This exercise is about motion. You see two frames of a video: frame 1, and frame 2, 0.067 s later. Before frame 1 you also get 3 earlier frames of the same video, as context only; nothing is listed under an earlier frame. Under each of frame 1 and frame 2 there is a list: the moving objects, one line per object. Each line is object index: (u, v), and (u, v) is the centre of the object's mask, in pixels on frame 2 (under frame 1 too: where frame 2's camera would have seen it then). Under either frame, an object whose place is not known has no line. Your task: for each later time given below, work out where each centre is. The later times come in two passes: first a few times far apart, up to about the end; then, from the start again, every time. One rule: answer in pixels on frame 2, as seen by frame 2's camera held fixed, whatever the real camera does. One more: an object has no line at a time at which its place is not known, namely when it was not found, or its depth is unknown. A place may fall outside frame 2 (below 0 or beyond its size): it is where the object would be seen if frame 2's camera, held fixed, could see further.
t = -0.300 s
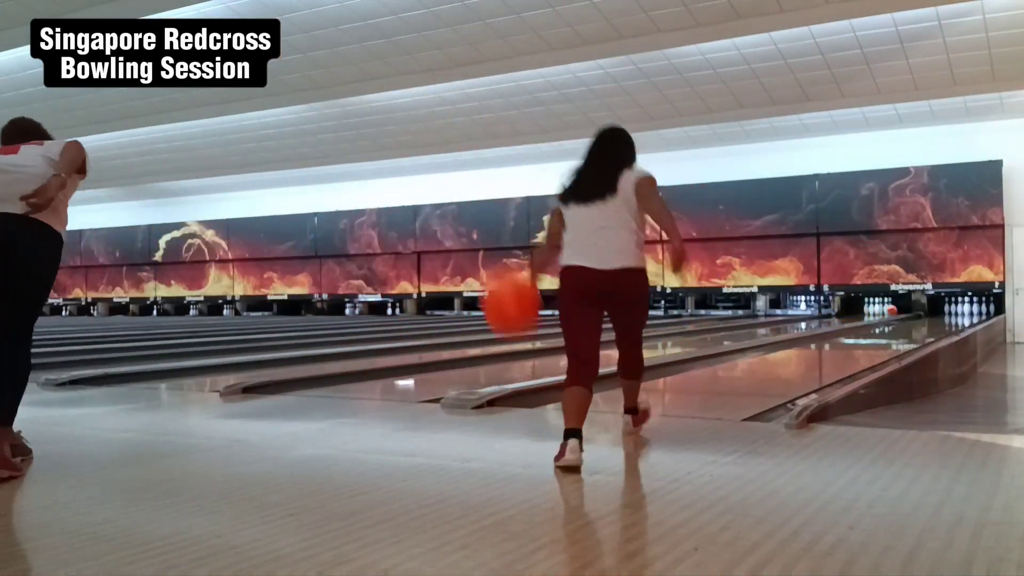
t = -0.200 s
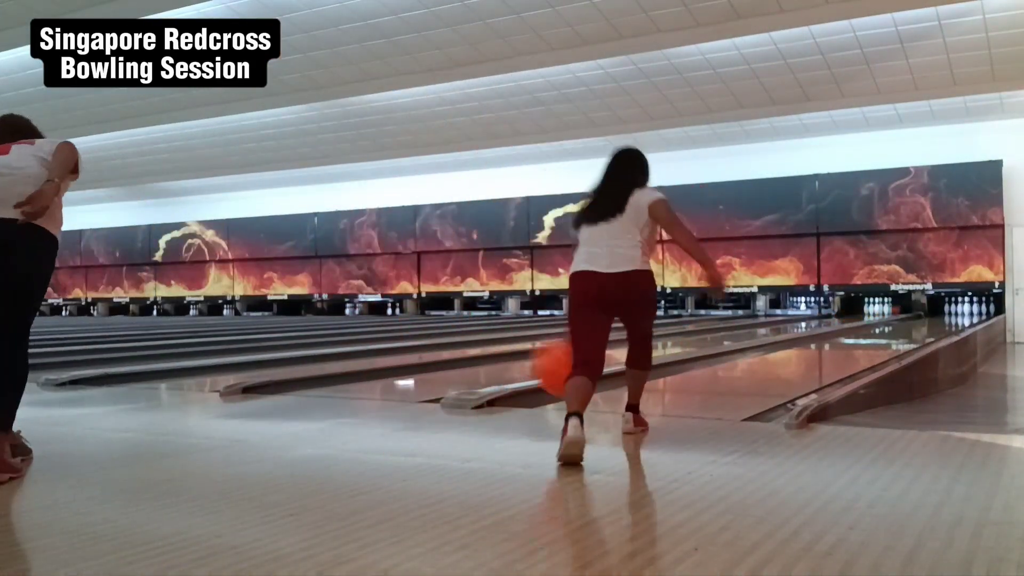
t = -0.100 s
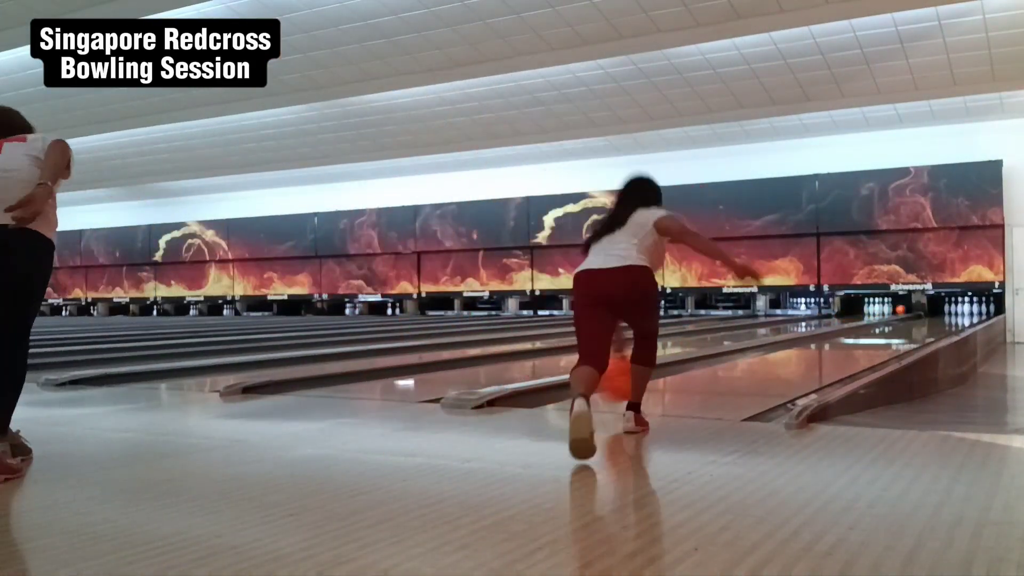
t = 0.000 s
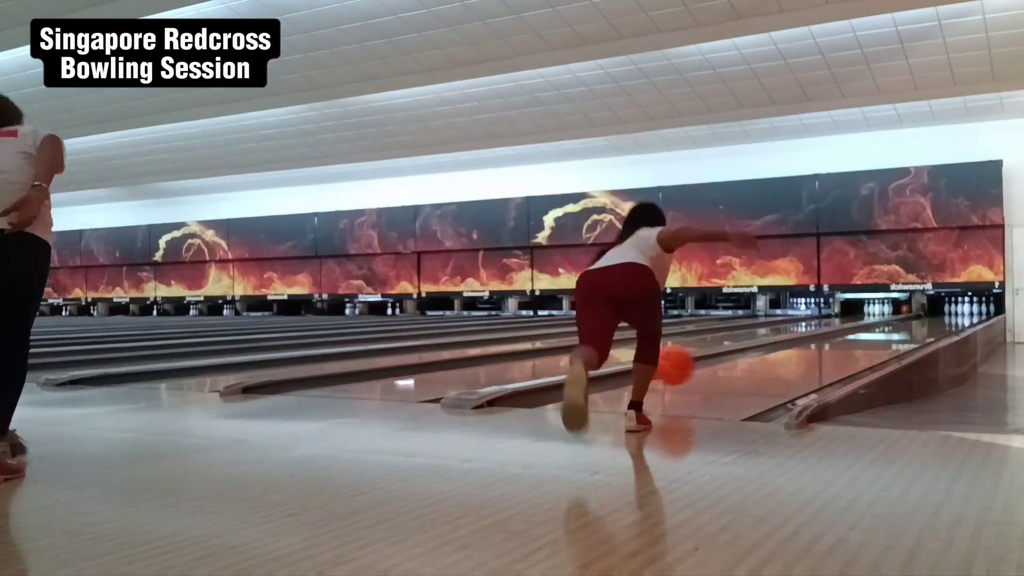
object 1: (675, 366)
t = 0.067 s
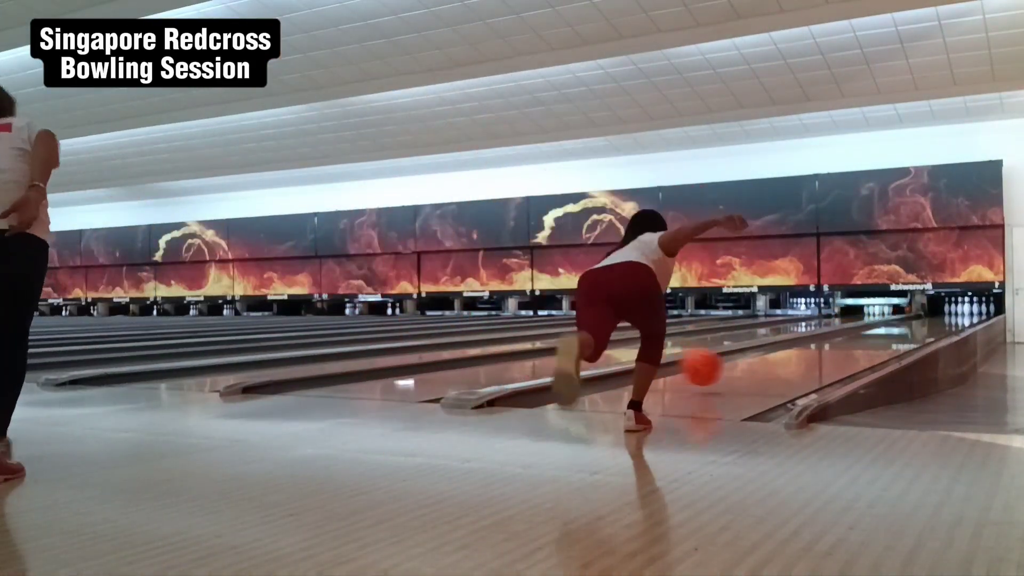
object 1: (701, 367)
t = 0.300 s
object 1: (776, 359)
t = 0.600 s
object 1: (838, 345)
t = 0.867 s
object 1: (876, 336)
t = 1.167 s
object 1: (906, 329)
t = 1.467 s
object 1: (929, 324)
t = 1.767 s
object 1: (947, 320)
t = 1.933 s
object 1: (955, 319)
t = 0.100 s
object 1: (714, 372)
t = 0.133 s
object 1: (727, 370)
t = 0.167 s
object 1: (738, 367)
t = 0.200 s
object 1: (748, 365)
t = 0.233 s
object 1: (758, 363)
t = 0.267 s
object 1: (767, 361)
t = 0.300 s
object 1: (776, 359)
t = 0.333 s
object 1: (785, 356)
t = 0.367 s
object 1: (793, 355)
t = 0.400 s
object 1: (800, 353)
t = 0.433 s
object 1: (807, 351)
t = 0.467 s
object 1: (814, 350)
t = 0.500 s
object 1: (820, 349)
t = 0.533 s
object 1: (826, 347)
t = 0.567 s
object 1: (832, 346)
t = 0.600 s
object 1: (838, 345)
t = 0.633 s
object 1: (843, 343)
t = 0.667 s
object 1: (848, 342)
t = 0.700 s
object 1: (853, 341)
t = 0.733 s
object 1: (858, 340)
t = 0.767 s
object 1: (862, 339)
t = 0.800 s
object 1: (867, 338)
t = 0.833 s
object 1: (871, 337)
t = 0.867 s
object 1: (876, 336)
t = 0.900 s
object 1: (880, 335)
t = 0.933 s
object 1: (883, 334)
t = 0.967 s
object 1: (887, 333)
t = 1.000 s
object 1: (890, 333)
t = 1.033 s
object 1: (894, 332)
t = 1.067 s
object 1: (897, 331)
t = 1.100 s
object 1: (900, 330)
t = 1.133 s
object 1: (903, 330)
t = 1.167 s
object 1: (906, 329)
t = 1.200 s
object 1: (909, 328)
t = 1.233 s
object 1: (911, 328)
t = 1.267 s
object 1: (914, 327)
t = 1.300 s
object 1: (917, 327)
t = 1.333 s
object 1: (919, 326)
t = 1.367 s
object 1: (922, 325)
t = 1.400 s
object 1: (924, 325)
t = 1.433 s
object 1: (927, 324)
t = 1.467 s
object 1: (929, 324)
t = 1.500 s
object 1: (931, 323)
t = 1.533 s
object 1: (934, 323)
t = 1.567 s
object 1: (936, 323)
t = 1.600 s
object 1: (938, 322)
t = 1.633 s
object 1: (939, 322)
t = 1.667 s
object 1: (941, 321)
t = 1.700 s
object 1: (943, 321)
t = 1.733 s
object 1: (945, 320)
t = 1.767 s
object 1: (947, 320)
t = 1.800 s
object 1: (949, 320)
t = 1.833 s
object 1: (950, 319)
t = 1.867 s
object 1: (952, 319)
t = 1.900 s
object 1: (954, 319)
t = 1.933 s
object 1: (955, 319)
